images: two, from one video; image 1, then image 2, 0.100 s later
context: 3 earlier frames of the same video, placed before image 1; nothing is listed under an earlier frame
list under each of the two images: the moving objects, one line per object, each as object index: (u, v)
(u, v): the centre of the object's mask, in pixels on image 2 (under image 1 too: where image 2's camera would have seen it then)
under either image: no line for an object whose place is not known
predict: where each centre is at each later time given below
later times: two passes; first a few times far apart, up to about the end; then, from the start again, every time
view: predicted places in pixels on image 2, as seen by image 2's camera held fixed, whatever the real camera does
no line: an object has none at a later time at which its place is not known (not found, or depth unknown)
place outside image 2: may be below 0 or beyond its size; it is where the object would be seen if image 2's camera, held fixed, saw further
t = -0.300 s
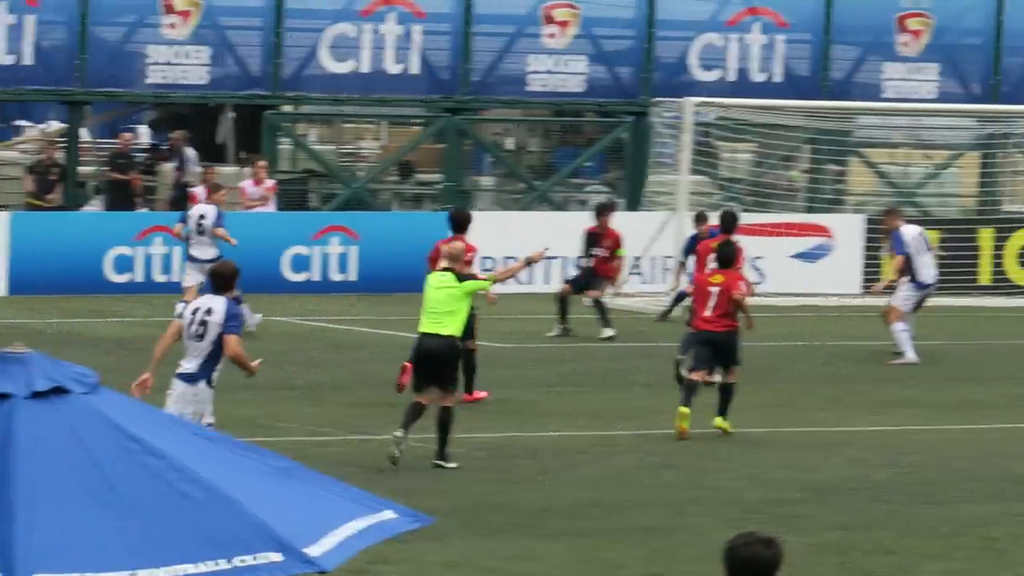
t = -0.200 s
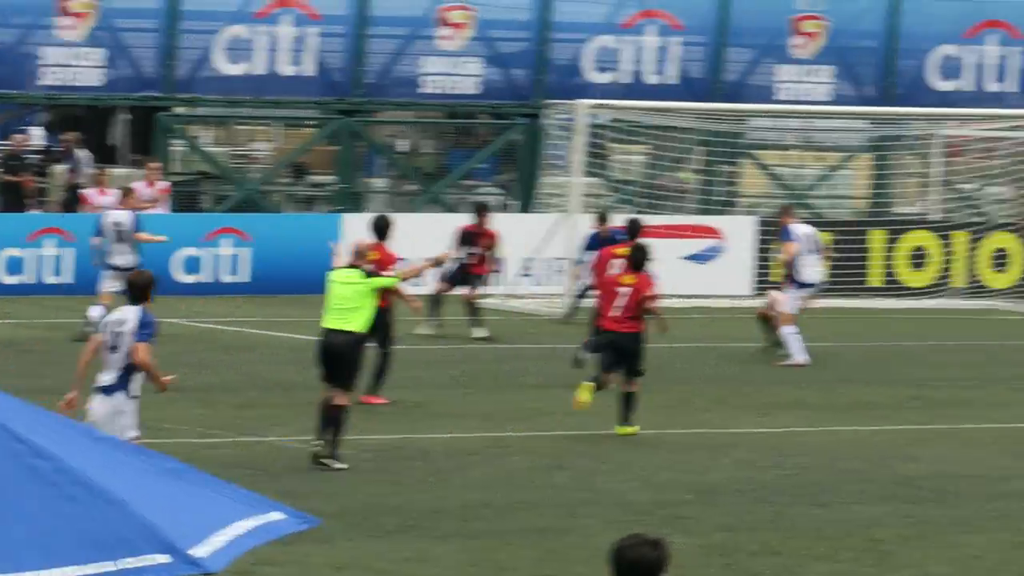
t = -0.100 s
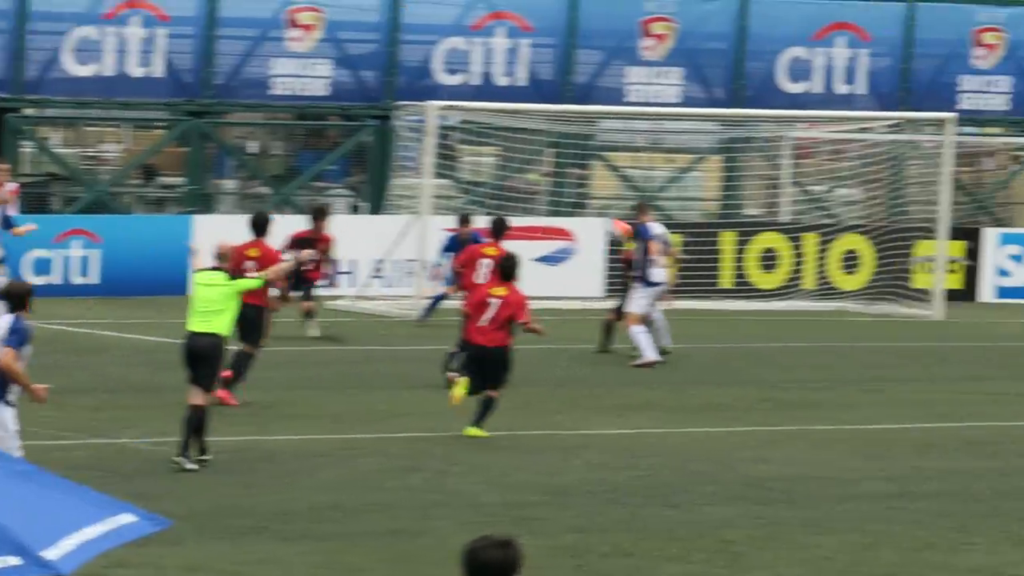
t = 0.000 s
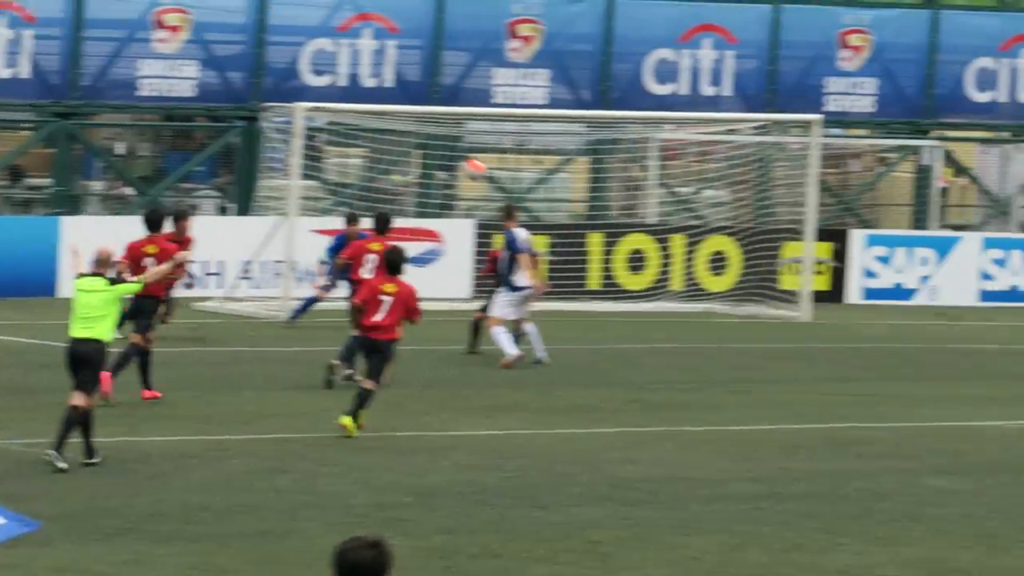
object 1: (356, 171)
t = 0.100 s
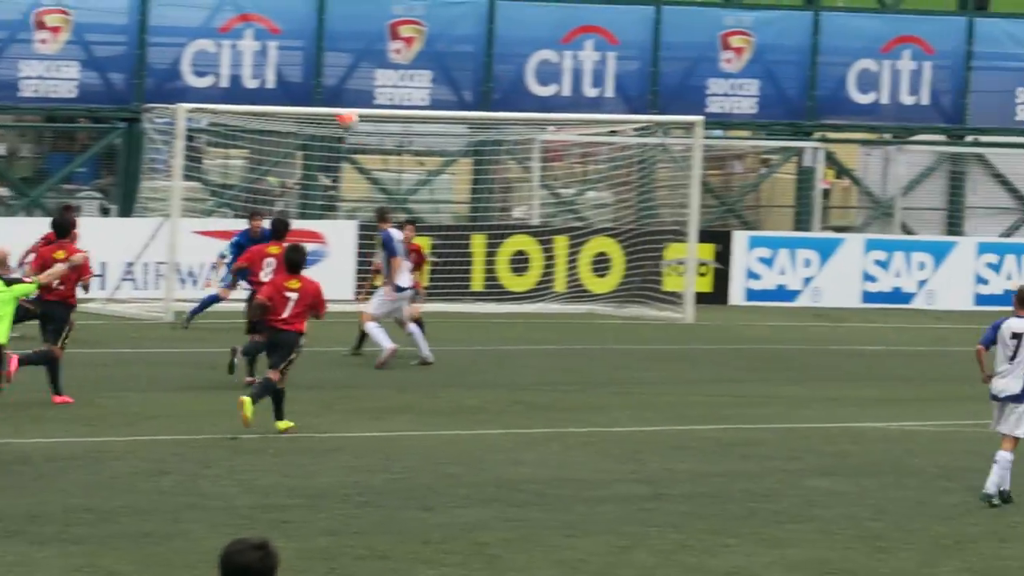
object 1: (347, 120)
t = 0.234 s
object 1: (336, 66)
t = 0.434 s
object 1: (319, 20)
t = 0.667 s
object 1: (300, 13)
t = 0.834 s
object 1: (286, 38)
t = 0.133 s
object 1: (344, 104)
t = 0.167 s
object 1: (341, 90)
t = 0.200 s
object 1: (339, 77)
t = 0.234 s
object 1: (336, 66)
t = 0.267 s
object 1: (334, 55)
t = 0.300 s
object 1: (330, 46)
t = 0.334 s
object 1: (328, 37)
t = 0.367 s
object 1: (325, 30)
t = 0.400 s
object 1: (322, 24)
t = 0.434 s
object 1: (319, 20)
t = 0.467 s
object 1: (316, 17)
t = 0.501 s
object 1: (314, 13)
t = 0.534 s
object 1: (310, 11)
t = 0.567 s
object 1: (308, 11)
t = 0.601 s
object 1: (305, 11)
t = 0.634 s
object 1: (302, 11)
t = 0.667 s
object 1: (300, 13)
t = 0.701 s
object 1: (296, 17)
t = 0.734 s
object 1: (294, 20)
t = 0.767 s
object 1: (291, 25)
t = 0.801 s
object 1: (288, 31)
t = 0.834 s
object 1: (286, 38)
